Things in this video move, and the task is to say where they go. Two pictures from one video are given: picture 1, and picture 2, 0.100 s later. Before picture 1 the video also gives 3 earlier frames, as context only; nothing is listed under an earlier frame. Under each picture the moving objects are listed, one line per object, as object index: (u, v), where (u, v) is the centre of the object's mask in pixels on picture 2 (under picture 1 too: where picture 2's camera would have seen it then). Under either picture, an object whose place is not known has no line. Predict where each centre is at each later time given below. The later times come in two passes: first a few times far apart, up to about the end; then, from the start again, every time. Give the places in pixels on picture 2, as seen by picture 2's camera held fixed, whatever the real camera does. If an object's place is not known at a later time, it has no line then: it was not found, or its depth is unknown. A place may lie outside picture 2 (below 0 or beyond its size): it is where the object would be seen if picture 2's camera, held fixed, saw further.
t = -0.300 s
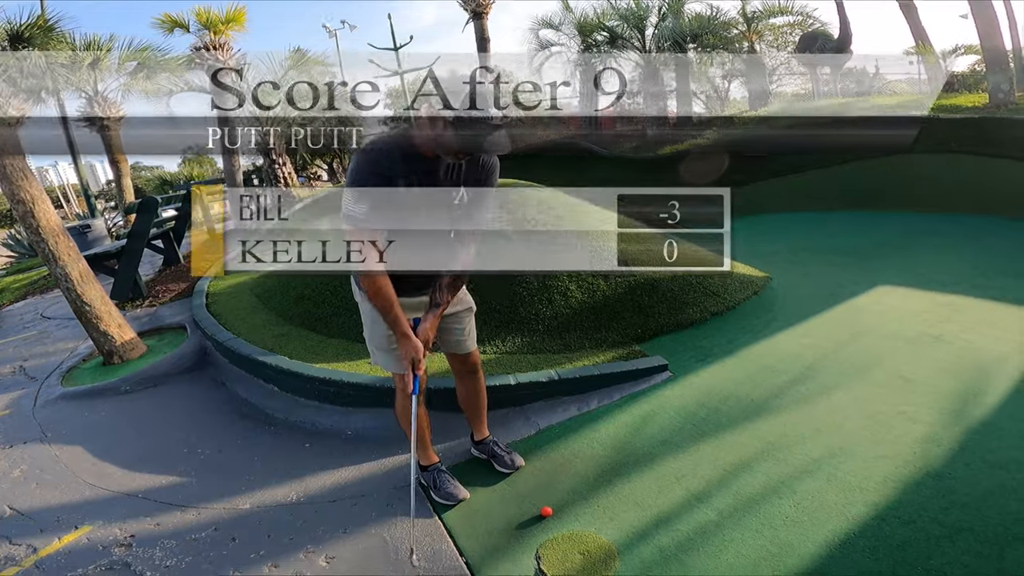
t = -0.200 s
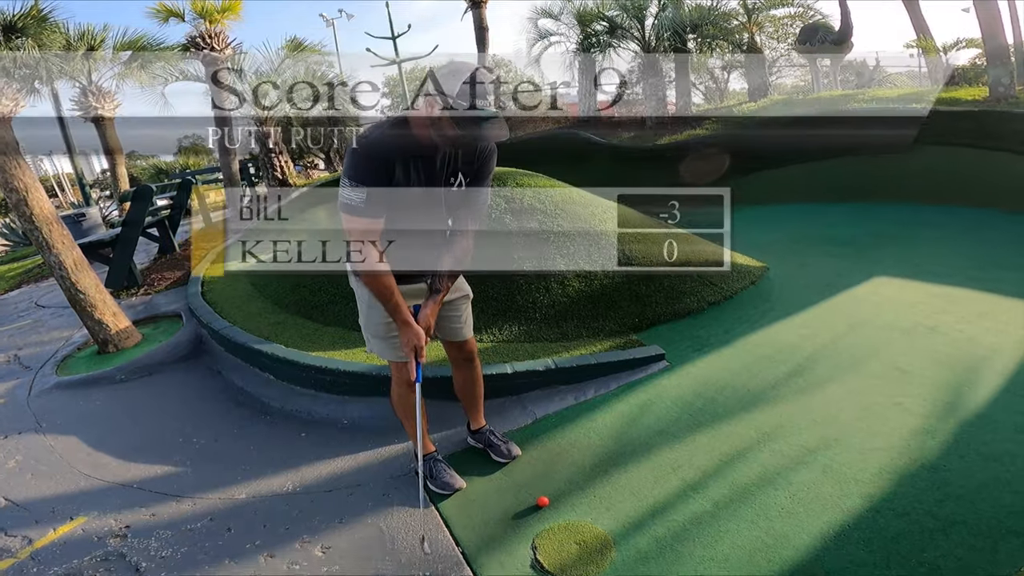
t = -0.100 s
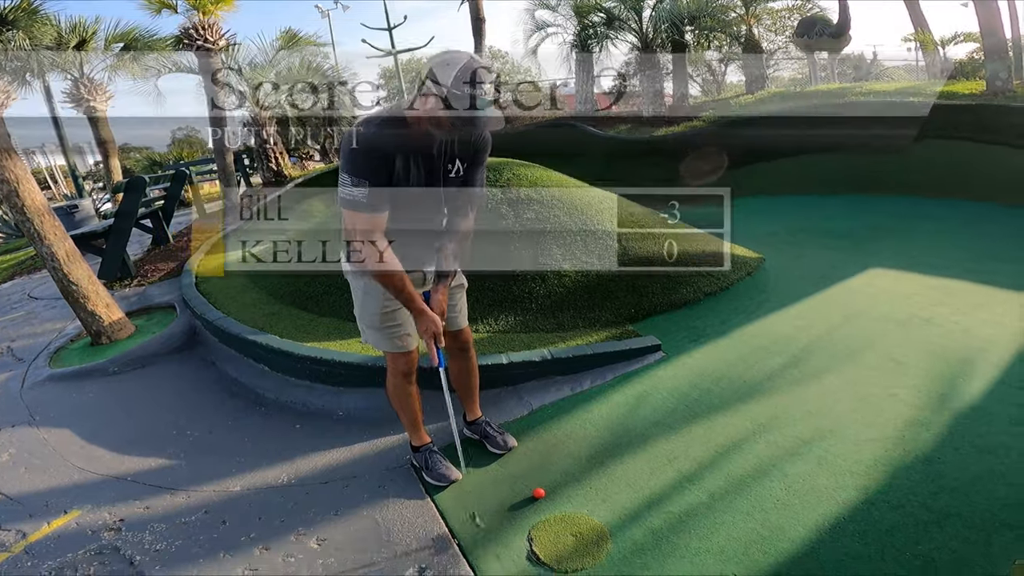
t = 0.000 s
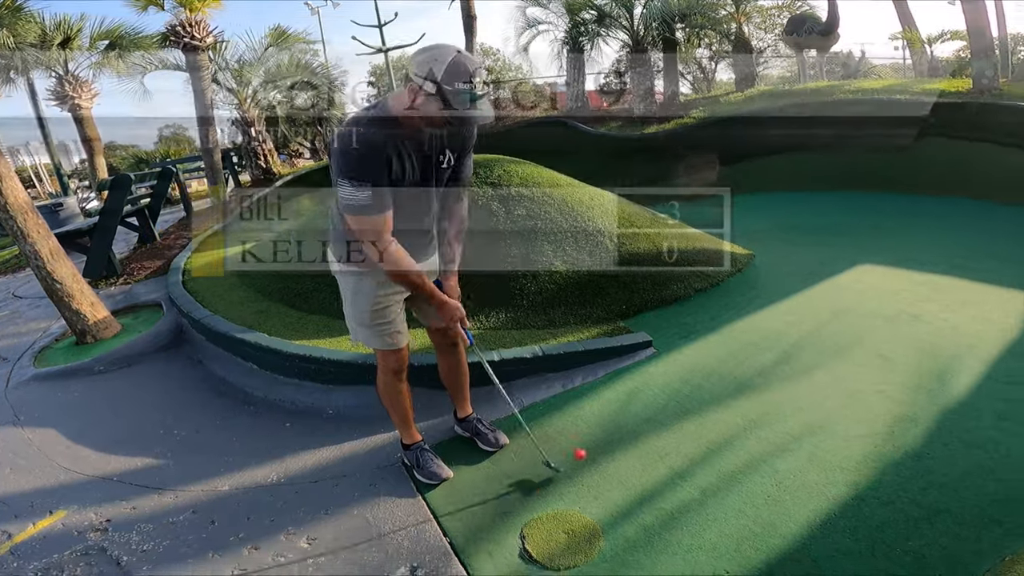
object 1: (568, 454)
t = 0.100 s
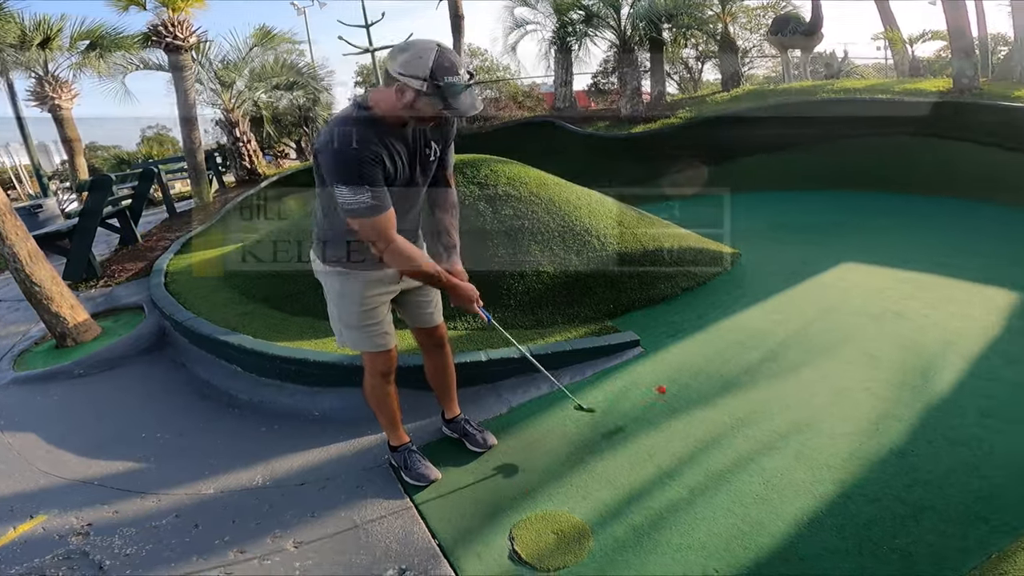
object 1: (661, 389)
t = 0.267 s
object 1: (762, 324)
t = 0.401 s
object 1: (808, 293)
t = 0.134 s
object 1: (688, 374)
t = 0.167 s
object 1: (710, 362)
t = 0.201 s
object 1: (730, 354)
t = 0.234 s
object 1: (746, 338)
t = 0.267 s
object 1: (762, 324)
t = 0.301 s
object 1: (775, 313)
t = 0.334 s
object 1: (787, 304)
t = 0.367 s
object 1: (798, 298)
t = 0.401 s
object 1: (808, 293)
